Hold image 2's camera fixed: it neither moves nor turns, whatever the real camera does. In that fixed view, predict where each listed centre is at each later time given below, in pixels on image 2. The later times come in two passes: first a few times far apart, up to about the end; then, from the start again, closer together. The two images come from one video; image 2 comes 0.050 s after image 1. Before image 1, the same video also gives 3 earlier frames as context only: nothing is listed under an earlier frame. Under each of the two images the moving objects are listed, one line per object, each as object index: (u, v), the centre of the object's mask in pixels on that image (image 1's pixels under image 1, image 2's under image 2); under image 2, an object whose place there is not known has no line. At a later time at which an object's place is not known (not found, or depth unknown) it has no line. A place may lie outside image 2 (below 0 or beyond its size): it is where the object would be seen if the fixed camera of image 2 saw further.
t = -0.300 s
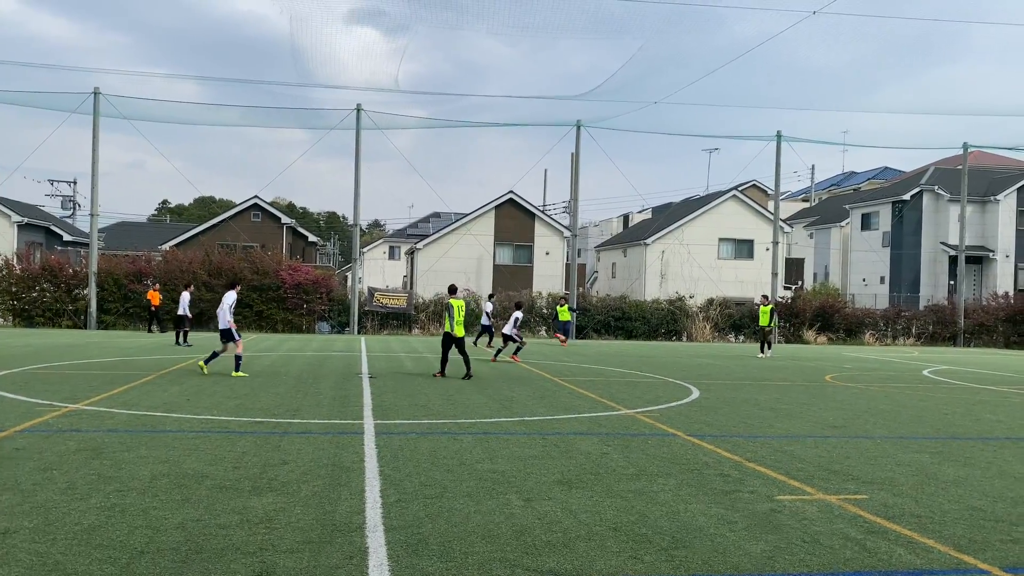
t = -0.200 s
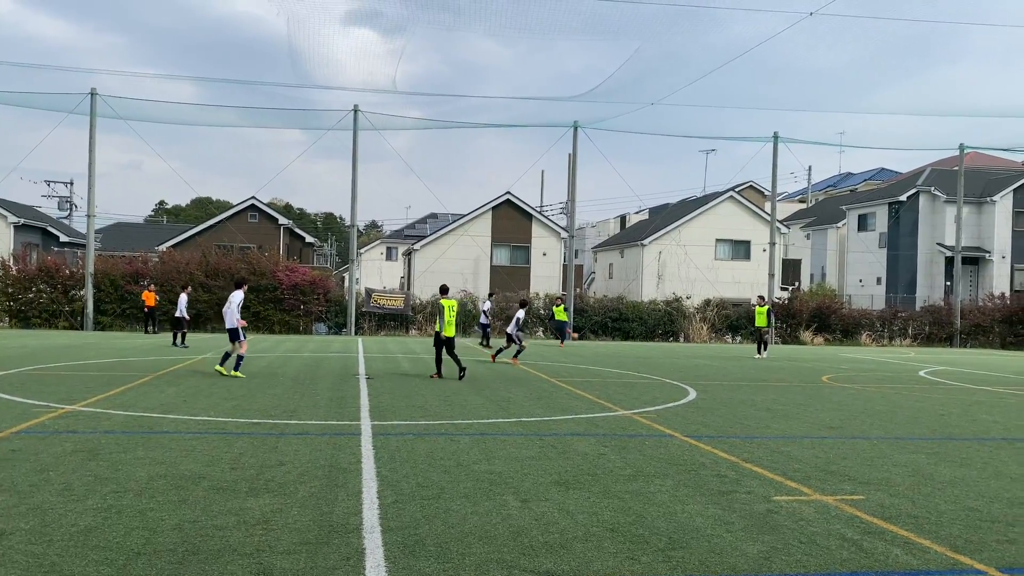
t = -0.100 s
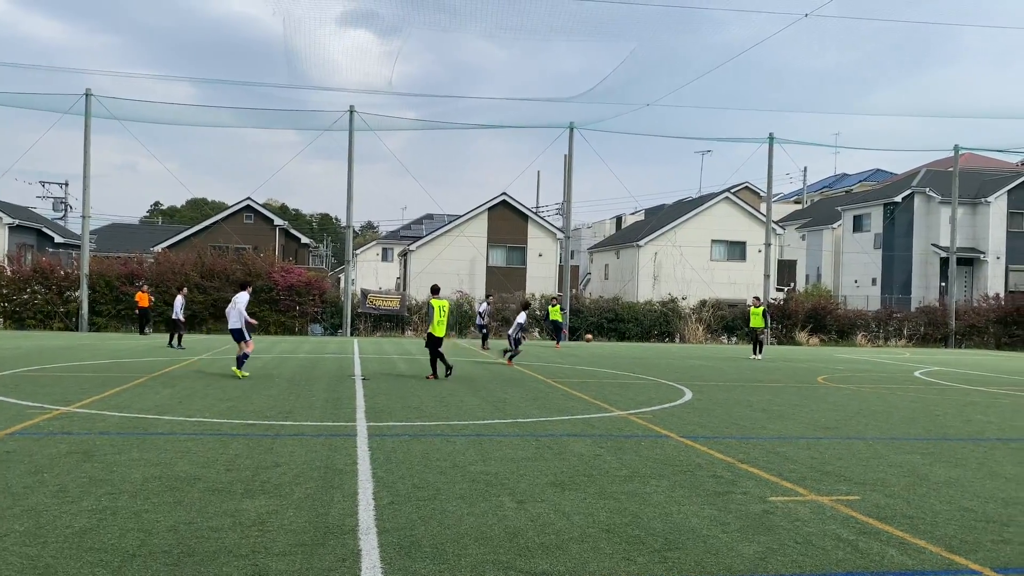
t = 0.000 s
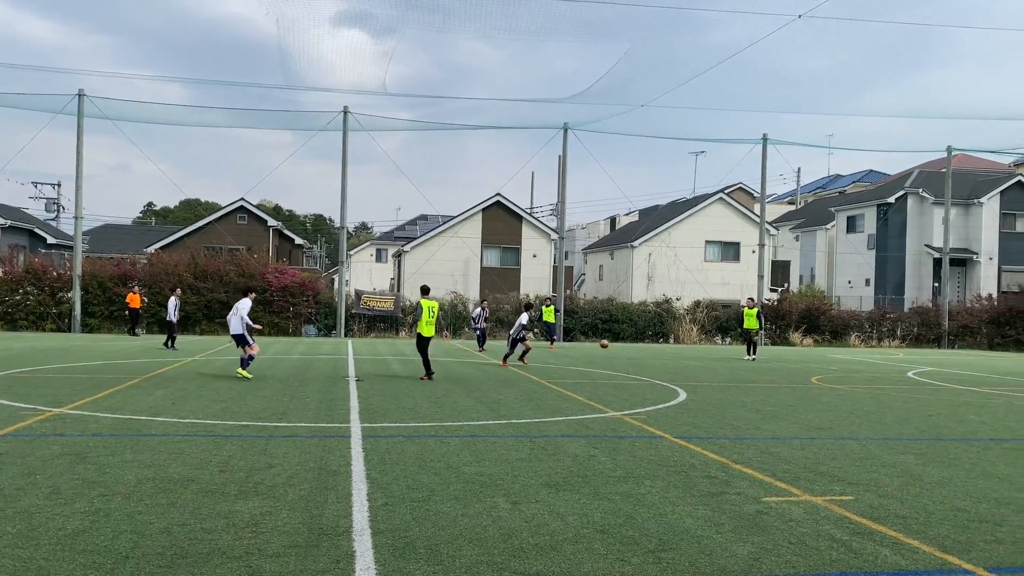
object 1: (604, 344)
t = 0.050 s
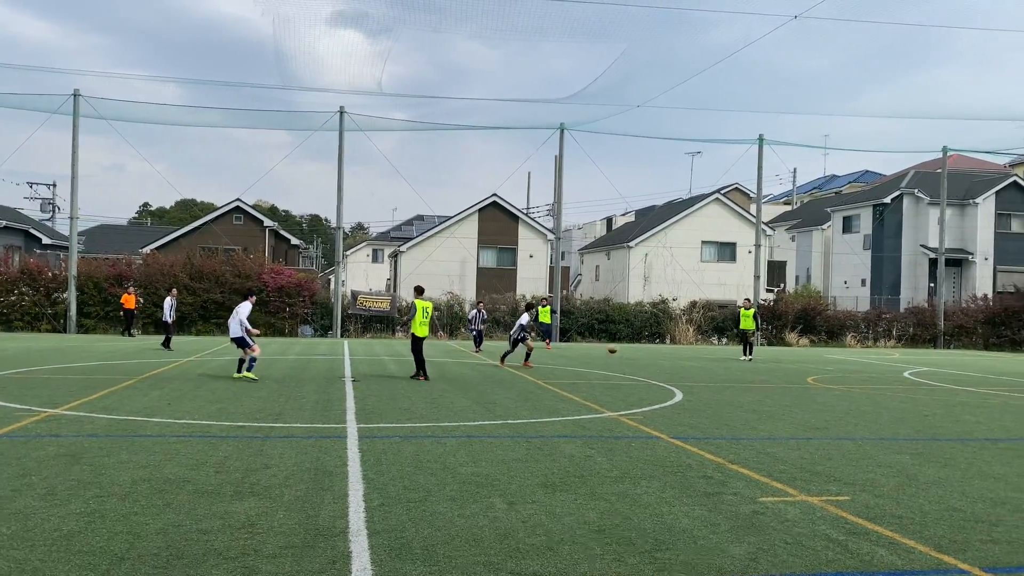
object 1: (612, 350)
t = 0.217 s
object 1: (660, 370)
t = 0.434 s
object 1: (734, 383)
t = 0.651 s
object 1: (823, 398)
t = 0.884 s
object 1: (937, 418)
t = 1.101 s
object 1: (1070, 441)
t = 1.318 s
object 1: (1251, 471)
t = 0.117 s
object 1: (630, 357)
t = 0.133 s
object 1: (634, 360)
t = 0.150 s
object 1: (640, 362)
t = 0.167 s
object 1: (645, 365)
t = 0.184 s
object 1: (650, 368)
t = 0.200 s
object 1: (655, 370)
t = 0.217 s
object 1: (660, 370)
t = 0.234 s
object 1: (665, 369)
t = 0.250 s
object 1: (670, 370)
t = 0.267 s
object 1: (675, 370)
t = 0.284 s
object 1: (680, 371)
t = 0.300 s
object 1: (686, 371)
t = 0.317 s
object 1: (691, 372)
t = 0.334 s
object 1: (697, 373)
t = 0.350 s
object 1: (703, 374)
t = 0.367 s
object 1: (709, 375)
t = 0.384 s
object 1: (715, 377)
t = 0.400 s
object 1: (722, 379)
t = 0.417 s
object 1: (728, 381)
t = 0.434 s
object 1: (734, 383)
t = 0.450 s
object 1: (740, 386)
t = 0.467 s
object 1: (747, 386)
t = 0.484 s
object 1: (753, 386)
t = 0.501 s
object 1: (760, 387)
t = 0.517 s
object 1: (766, 388)
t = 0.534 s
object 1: (773, 389)
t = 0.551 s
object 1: (780, 390)
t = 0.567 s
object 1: (786, 392)
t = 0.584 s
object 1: (794, 393)
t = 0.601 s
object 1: (801, 395)
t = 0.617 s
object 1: (809, 397)
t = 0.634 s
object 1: (816, 398)
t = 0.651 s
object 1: (823, 398)
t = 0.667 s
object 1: (830, 398)
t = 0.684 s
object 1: (838, 398)
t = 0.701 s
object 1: (845, 399)
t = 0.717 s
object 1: (853, 400)
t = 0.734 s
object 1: (860, 401)
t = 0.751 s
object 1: (868, 403)
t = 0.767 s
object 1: (876, 404)
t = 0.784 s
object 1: (885, 406)
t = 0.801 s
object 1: (893, 409)
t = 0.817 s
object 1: (901, 411)
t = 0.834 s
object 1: (910, 414)
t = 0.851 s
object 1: (919, 416)
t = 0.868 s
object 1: (928, 417)
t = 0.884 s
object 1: (937, 418)
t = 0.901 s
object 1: (946, 419)
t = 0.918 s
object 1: (955, 420)
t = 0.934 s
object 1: (964, 421)
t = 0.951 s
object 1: (974, 423)
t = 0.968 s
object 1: (984, 426)
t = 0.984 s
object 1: (993, 428)
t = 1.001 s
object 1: (1004, 431)
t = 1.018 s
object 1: (1014, 433)
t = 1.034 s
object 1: (1025, 434)
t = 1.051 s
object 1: (1036, 436)
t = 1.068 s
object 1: (1047, 437)
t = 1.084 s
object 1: (1058, 439)
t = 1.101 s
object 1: (1070, 441)
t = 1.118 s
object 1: (1082, 443)
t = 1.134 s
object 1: (1094, 446)
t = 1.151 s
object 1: (1107, 447)
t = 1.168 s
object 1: (1119, 448)
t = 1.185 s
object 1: (1133, 448)
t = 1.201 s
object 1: (1147, 450)
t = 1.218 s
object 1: (1160, 452)
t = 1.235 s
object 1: (1174, 454)
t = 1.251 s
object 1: (1189, 457)
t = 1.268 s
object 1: (1204, 459)
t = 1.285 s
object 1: (1219, 463)
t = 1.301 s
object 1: (1235, 467)
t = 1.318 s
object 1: (1251, 471)
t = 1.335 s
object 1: (1269, 473)
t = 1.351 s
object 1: (1286, 475)
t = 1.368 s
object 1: (1304, 477)
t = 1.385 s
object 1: (1323, 479)
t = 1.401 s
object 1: (1342, 483)
